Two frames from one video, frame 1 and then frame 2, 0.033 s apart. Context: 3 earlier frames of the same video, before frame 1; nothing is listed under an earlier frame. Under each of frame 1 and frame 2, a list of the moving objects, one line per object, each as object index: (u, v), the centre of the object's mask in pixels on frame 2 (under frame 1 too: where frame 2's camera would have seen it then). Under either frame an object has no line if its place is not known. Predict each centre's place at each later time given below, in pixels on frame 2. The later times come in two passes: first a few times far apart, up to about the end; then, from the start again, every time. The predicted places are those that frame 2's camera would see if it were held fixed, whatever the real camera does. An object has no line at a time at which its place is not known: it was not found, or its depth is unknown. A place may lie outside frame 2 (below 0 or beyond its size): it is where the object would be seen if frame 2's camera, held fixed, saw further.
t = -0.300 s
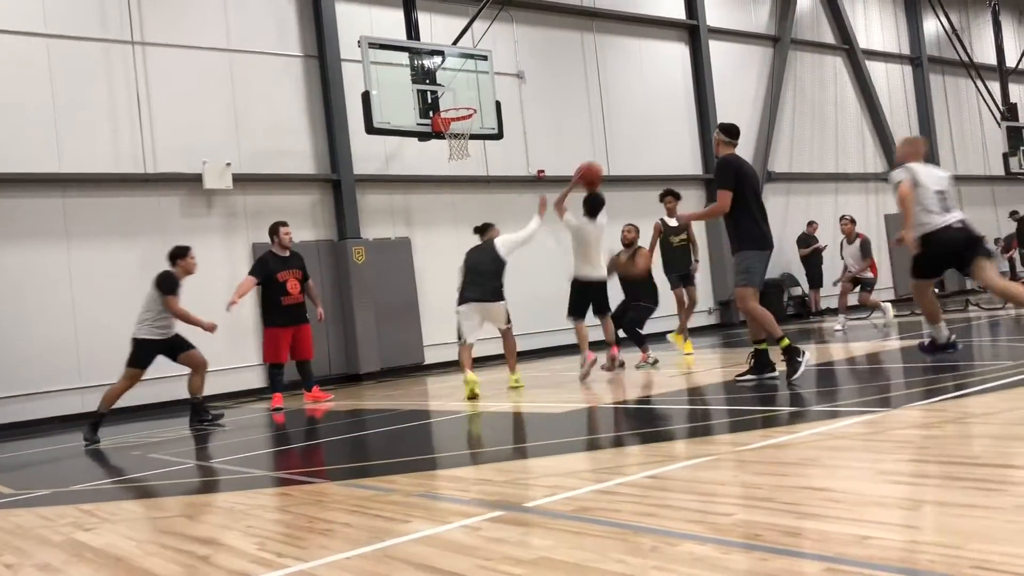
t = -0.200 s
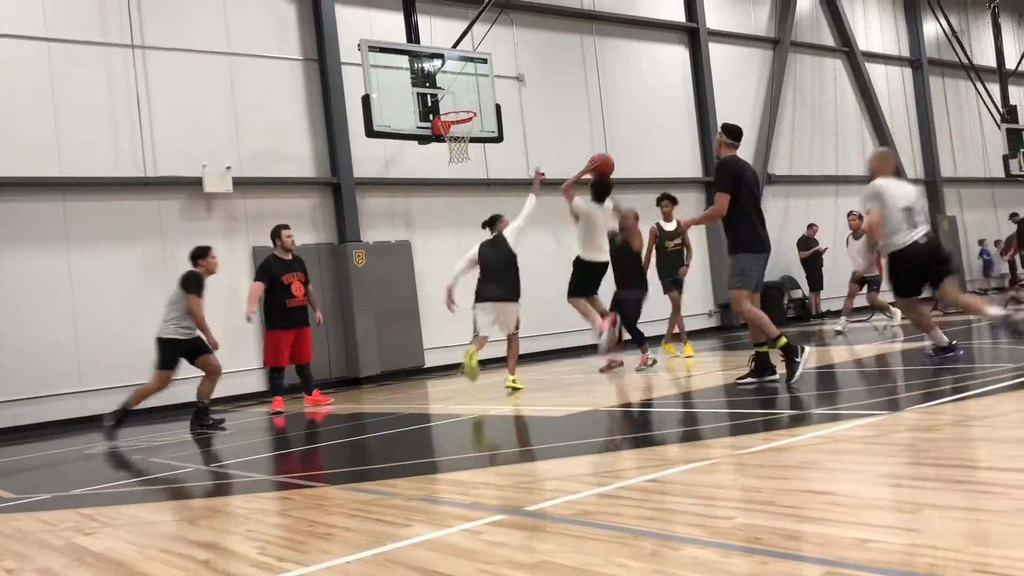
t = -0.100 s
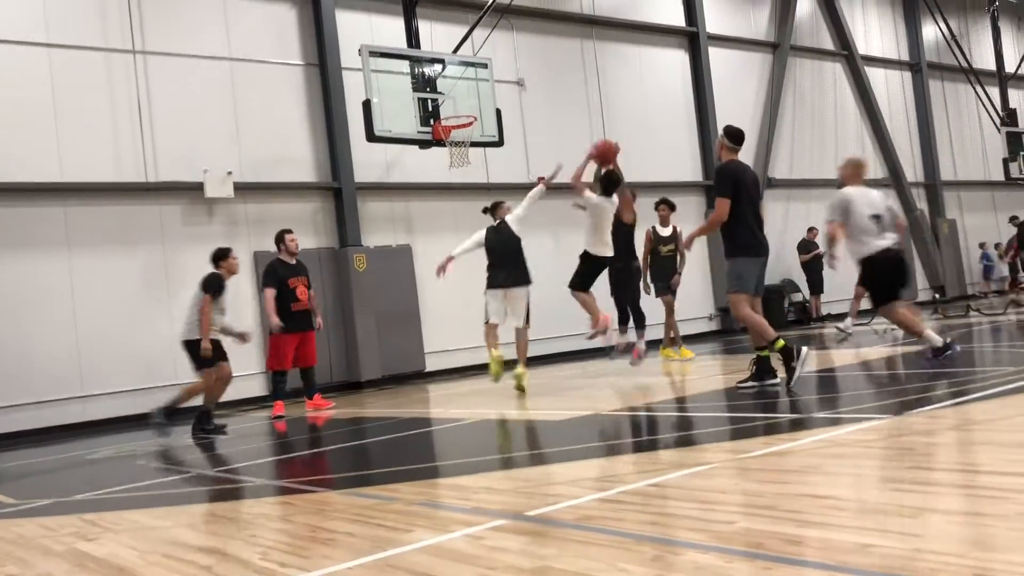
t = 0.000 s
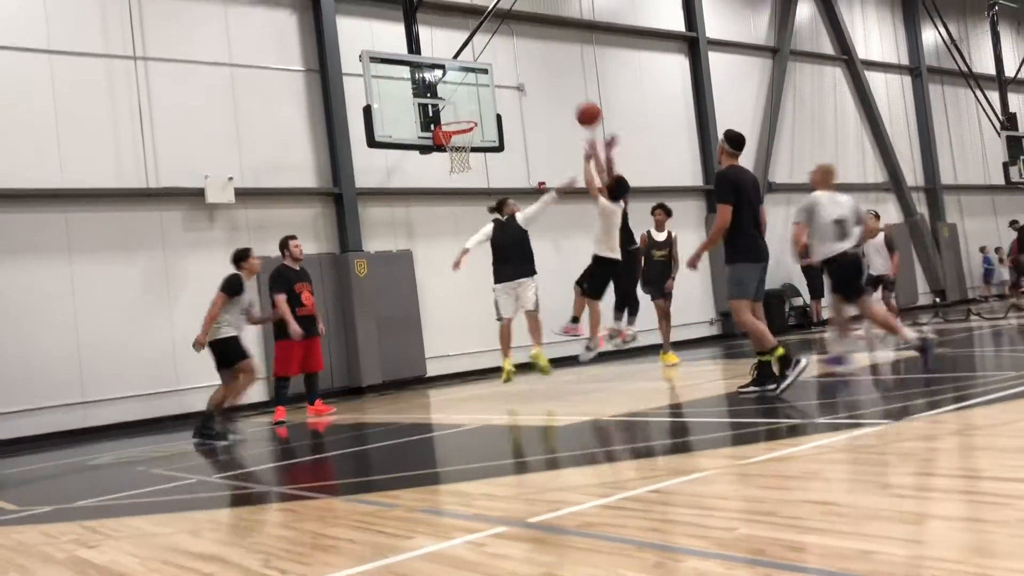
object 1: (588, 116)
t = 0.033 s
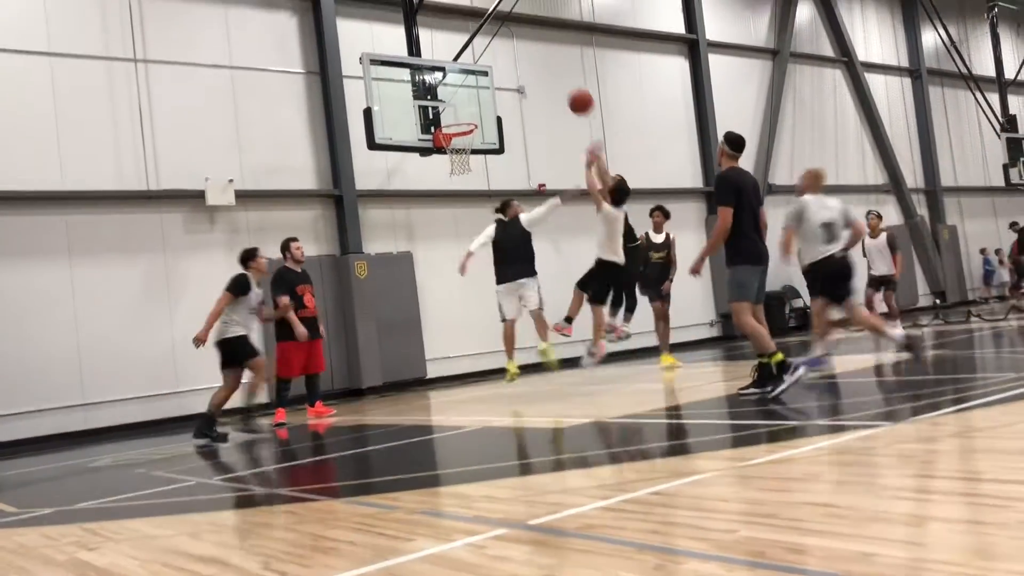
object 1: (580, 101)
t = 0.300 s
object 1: (527, 32)
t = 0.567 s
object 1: (489, 37)
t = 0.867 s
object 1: (459, 111)
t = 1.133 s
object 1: (450, 174)
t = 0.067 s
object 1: (573, 88)
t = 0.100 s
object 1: (565, 76)
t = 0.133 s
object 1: (558, 66)
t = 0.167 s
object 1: (552, 57)
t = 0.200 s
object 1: (545, 48)
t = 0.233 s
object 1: (539, 42)
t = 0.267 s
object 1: (533, 37)
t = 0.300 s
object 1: (527, 32)
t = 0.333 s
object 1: (522, 29)
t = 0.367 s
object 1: (517, 27)
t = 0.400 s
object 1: (512, 26)
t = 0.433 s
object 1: (507, 26)
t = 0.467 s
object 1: (502, 26)
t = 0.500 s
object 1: (497, 29)
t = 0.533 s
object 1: (494, 33)
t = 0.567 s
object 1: (489, 37)
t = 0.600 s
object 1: (486, 42)
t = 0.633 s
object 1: (482, 48)
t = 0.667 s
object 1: (478, 55)
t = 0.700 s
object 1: (474, 63)
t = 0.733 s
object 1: (471, 71)
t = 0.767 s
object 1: (467, 80)
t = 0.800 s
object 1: (464, 90)
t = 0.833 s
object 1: (461, 100)
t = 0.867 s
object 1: (459, 111)
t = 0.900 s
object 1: (456, 122)
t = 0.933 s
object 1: (453, 138)
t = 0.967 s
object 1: (453, 150)
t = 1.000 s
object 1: (451, 157)
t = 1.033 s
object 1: (450, 160)
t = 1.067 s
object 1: (449, 163)
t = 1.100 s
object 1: (449, 168)
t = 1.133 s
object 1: (450, 174)
